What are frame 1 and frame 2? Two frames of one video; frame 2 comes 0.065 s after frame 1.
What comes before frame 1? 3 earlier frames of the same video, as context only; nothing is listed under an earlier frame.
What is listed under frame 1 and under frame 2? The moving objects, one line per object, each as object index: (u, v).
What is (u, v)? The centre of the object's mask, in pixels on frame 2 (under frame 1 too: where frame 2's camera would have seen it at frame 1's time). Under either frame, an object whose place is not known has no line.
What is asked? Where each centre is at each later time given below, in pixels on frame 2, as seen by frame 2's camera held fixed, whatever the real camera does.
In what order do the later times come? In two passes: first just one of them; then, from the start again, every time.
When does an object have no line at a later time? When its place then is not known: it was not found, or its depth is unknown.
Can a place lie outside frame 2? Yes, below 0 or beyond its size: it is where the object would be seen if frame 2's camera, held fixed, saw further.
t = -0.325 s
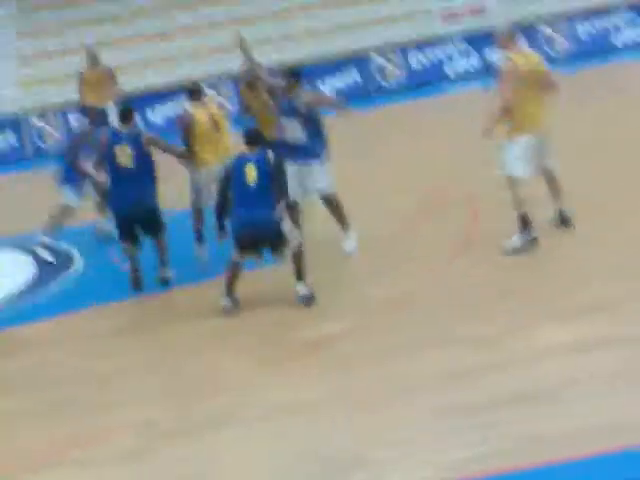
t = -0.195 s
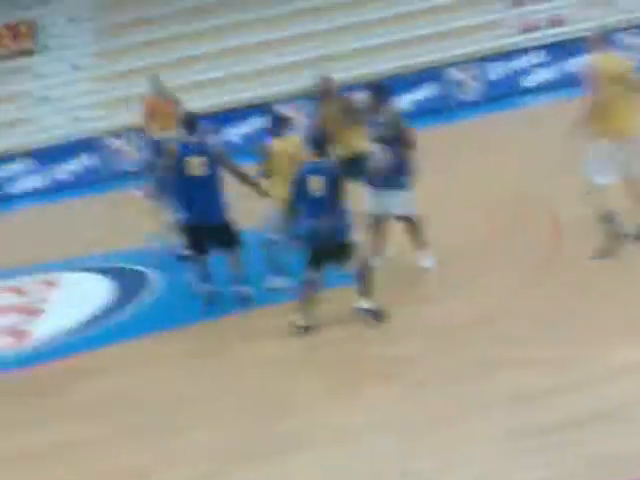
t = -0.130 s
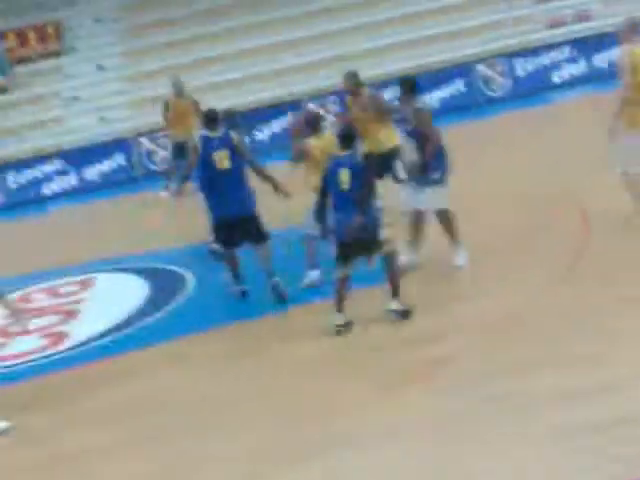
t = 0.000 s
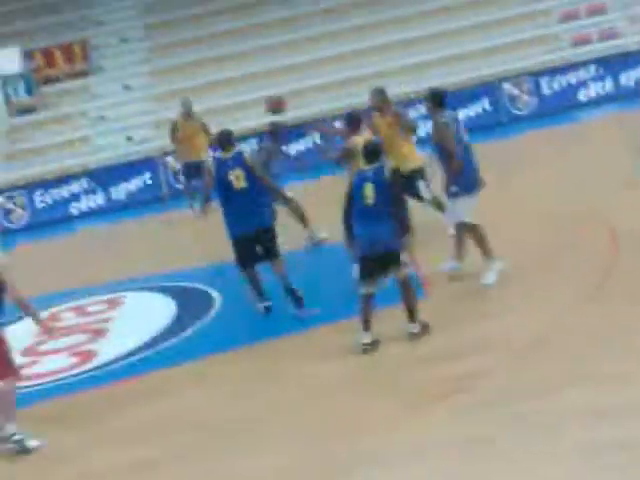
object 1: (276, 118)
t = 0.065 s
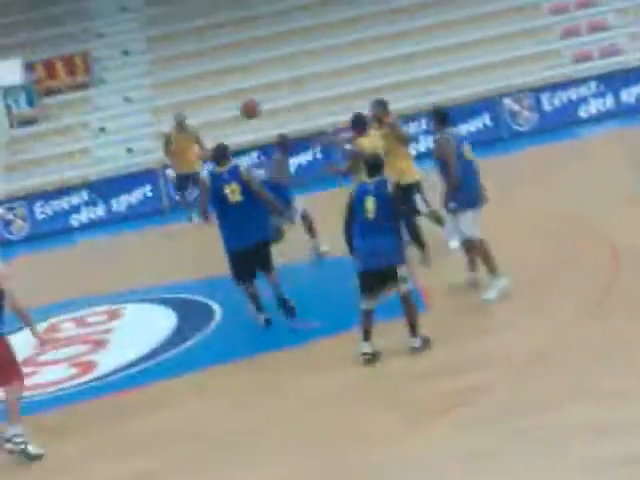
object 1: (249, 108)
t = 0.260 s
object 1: (185, 99)
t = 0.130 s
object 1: (226, 102)
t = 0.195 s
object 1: (205, 99)
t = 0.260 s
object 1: (185, 99)
